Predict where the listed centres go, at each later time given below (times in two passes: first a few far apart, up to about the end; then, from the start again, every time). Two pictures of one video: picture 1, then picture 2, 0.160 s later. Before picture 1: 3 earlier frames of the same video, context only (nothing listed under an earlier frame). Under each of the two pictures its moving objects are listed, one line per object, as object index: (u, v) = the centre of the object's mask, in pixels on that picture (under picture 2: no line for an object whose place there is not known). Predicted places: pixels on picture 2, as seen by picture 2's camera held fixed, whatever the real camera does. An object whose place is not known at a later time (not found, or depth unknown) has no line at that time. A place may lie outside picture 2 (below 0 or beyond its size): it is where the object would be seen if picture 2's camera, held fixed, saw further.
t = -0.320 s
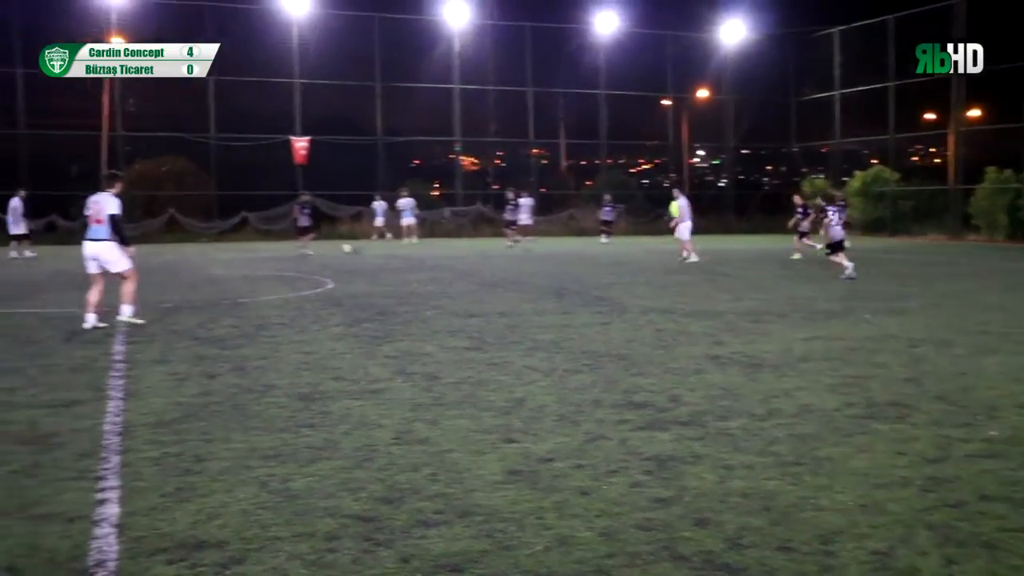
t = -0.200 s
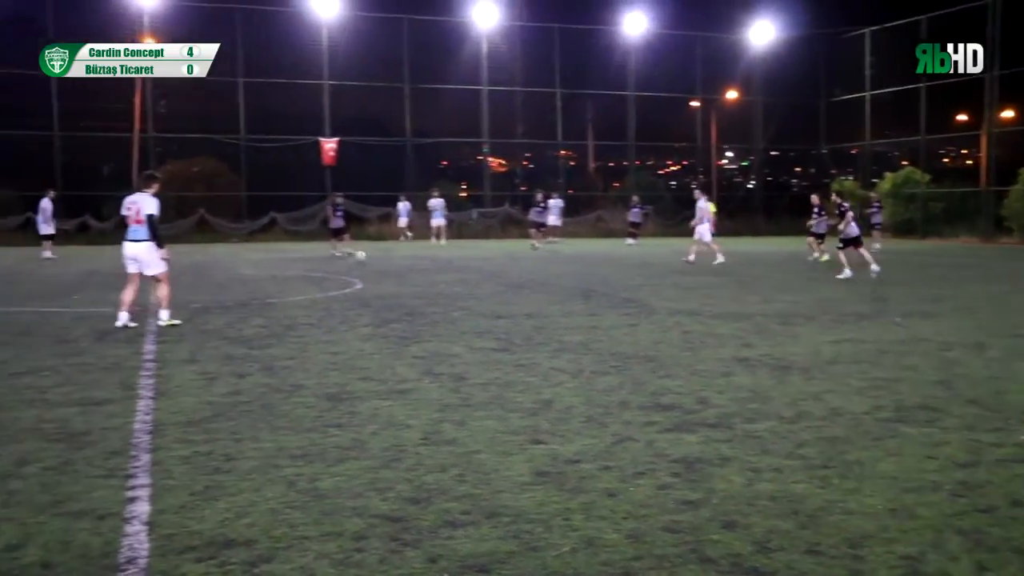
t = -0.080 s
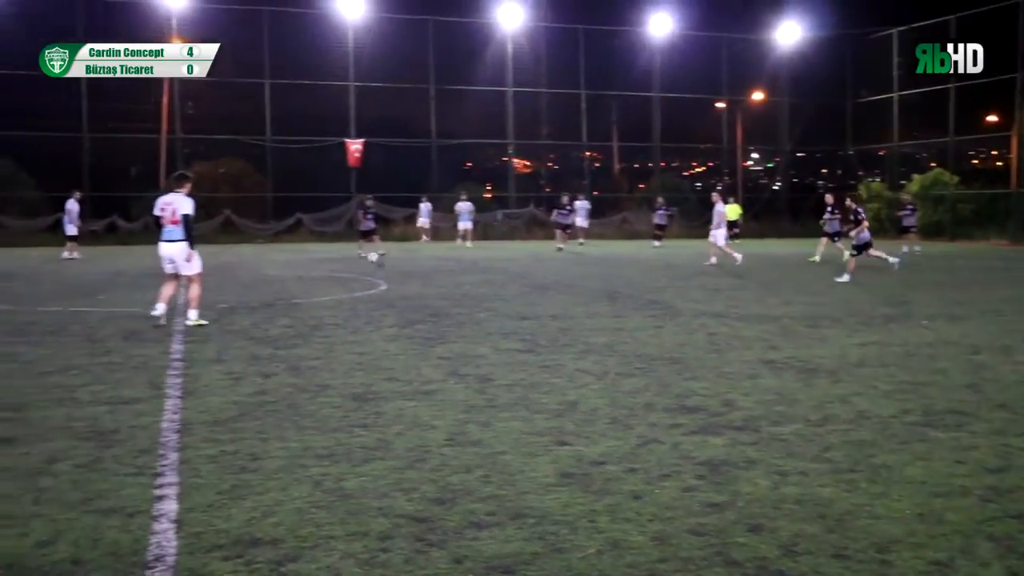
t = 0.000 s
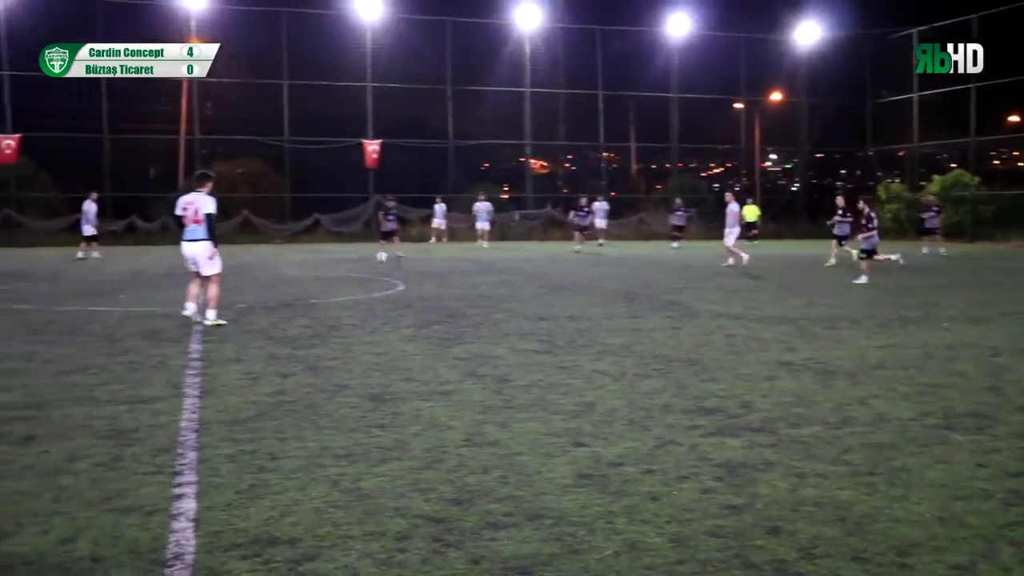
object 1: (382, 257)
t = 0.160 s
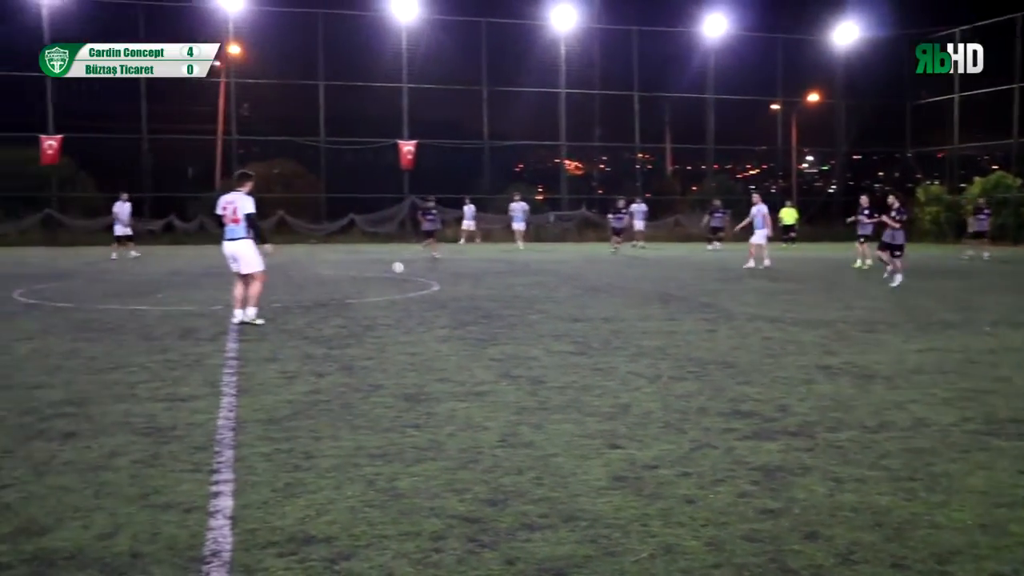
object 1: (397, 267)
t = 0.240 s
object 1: (389, 274)
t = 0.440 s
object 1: (367, 277)
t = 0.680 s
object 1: (333, 282)
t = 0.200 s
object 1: (393, 273)
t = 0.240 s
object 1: (389, 274)
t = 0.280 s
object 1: (384, 272)
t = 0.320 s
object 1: (380, 272)
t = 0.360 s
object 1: (376, 272)
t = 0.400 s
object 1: (372, 274)
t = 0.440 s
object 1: (367, 277)
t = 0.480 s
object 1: (362, 281)
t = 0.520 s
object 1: (357, 286)
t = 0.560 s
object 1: (352, 285)
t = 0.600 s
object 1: (345, 283)
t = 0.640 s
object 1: (340, 282)
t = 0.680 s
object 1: (333, 282)
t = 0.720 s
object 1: (327, 283)
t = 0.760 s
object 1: (320, 285)
